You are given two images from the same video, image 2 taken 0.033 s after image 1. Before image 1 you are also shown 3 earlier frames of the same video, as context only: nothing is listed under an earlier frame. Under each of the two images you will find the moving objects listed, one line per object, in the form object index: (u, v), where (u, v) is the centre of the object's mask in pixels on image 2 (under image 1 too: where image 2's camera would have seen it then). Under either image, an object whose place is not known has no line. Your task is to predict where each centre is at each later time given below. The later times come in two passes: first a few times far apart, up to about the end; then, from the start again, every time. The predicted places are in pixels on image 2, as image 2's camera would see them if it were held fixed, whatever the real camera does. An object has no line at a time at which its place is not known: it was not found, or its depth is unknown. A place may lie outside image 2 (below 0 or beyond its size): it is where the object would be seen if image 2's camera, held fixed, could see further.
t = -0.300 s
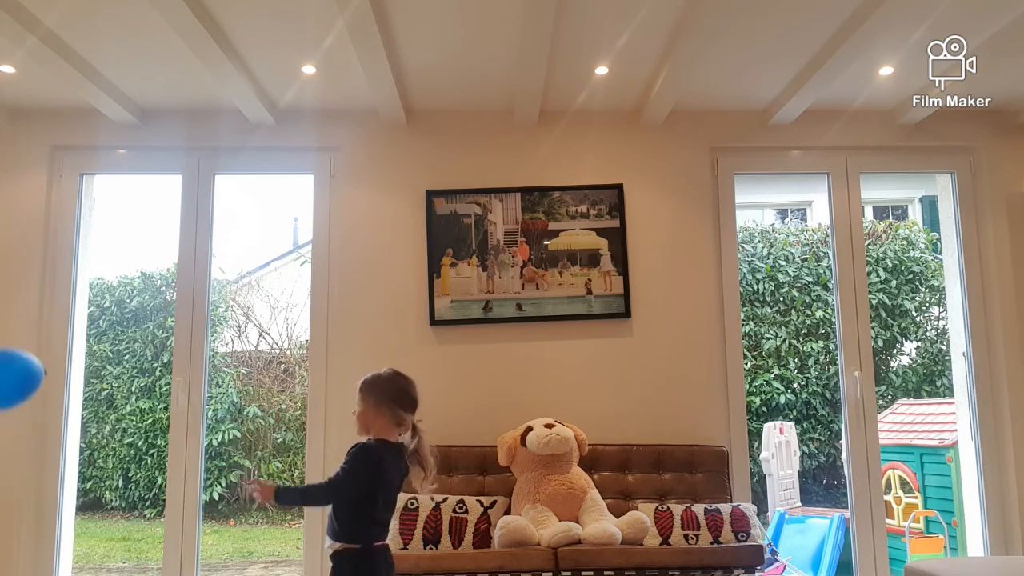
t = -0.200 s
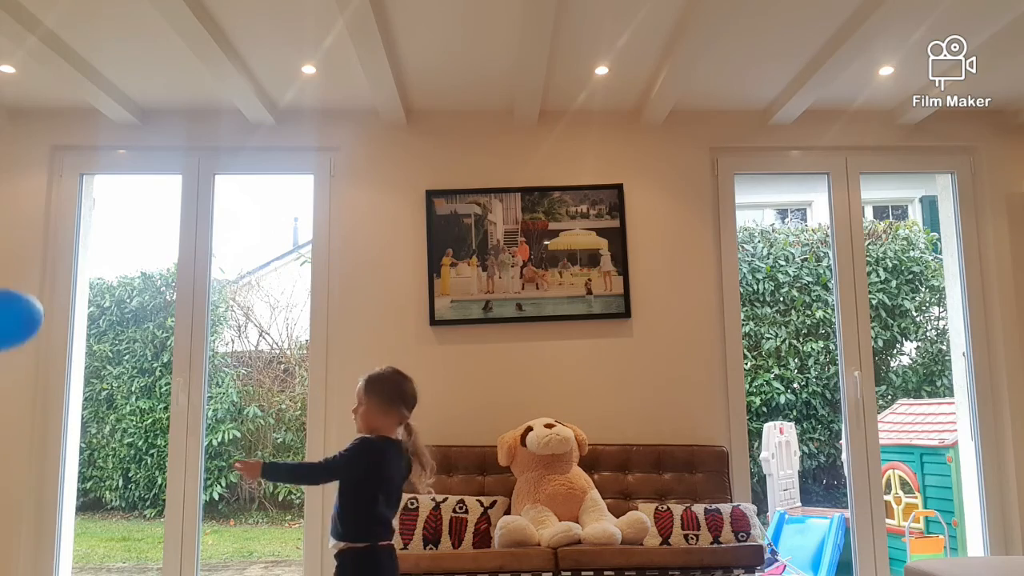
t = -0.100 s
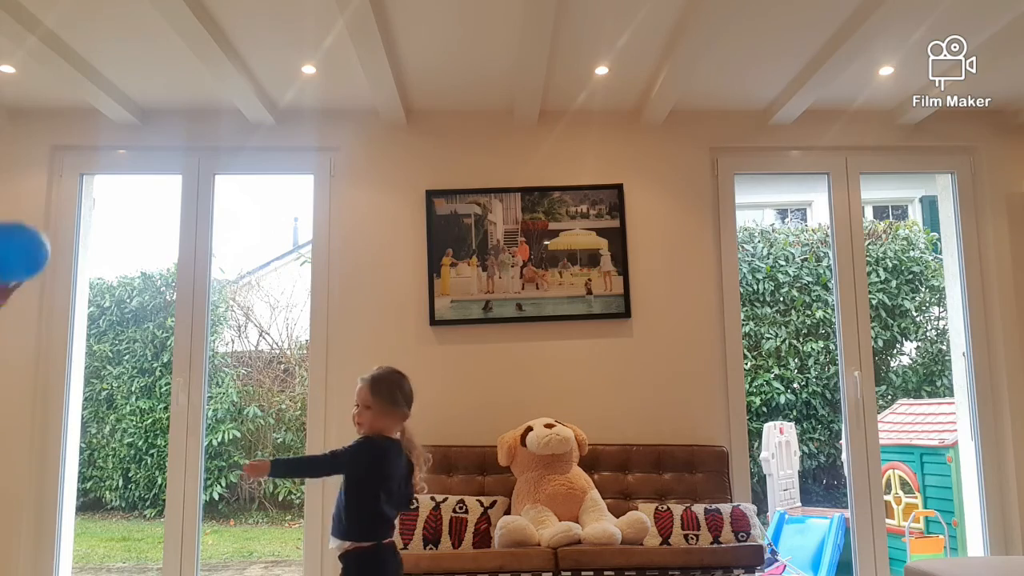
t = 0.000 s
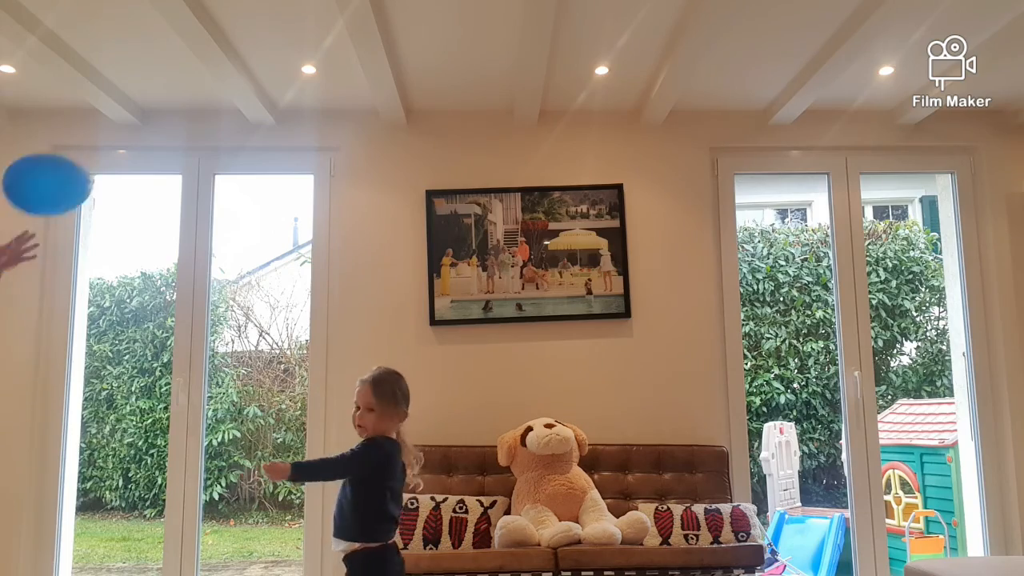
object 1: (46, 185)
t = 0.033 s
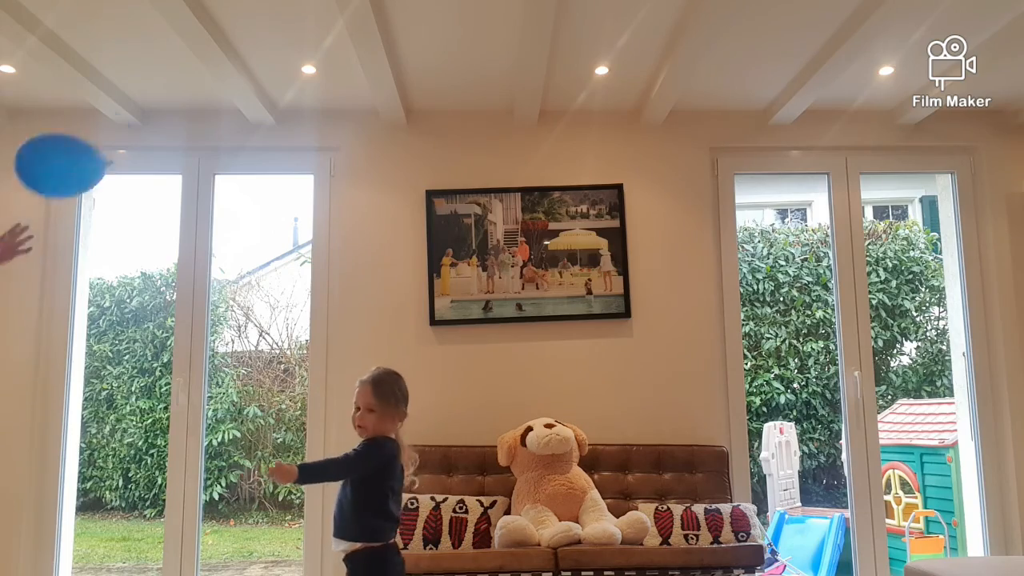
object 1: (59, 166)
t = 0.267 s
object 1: (147, 88)
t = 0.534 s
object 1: (222, 93)
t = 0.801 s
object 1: (262, 155)
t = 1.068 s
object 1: (271, 251)
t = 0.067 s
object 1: (72, 149)
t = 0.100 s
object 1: (85, 134)
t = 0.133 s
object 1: (98, 121)
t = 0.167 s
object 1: (111, 111)
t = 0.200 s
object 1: (123, 101)
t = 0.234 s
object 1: (135, 94)
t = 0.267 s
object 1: (147, 88)
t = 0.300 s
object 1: (158, 84)
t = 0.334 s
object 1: (169, 81)
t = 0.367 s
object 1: (179, 80)
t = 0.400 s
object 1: (189, 80)
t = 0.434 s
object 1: (198, 82)
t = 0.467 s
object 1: (207, 85)
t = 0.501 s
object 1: (215, 88)
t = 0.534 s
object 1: (222, 93)
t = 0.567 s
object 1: (229, 98)
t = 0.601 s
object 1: (235, 104)
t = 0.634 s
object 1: (241, 111)
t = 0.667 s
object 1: (246, 119)
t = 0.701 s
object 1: (251, 127)
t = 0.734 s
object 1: (255, 136)
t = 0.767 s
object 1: (258, 145)
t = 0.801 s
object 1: (262, 155)
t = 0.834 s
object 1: (264, 166)
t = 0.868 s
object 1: (267, 177)
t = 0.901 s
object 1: (269, 188)
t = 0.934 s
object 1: (271, 200)
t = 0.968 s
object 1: (272, 212)
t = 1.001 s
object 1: (272, 225)
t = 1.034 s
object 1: (272, 238)
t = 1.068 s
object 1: (271, 251)
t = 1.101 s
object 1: (269, 264)
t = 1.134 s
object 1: (267, 278)
